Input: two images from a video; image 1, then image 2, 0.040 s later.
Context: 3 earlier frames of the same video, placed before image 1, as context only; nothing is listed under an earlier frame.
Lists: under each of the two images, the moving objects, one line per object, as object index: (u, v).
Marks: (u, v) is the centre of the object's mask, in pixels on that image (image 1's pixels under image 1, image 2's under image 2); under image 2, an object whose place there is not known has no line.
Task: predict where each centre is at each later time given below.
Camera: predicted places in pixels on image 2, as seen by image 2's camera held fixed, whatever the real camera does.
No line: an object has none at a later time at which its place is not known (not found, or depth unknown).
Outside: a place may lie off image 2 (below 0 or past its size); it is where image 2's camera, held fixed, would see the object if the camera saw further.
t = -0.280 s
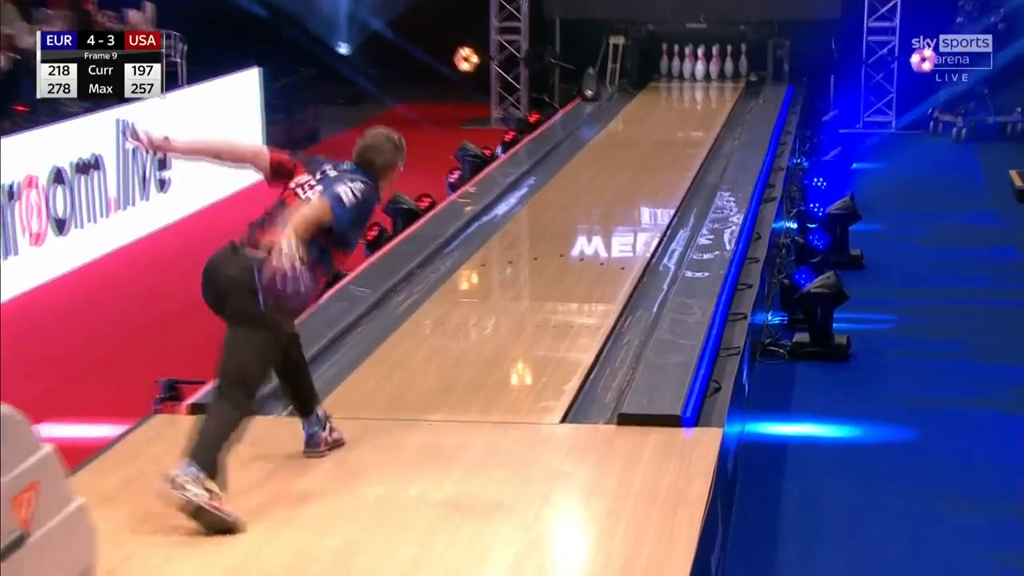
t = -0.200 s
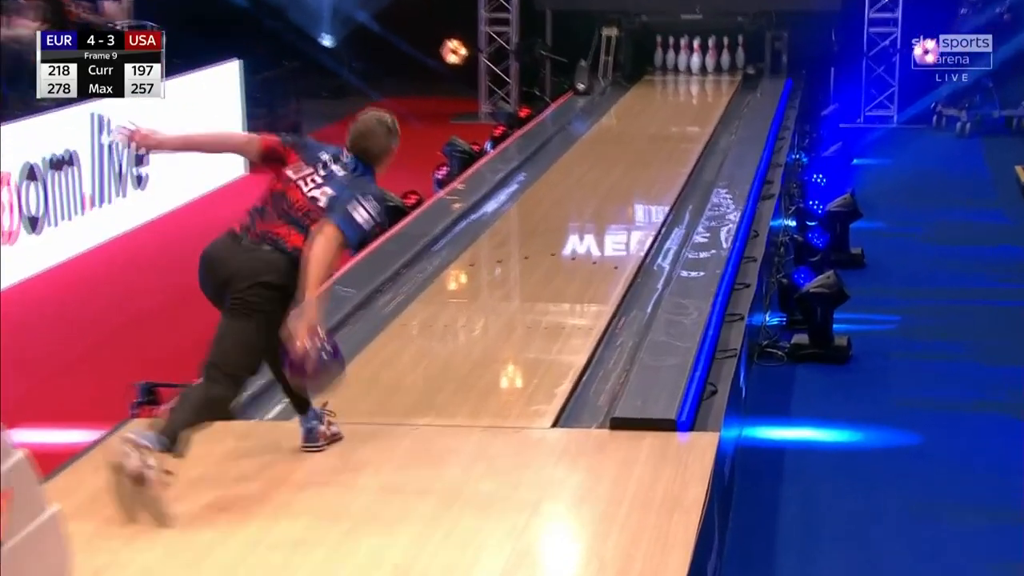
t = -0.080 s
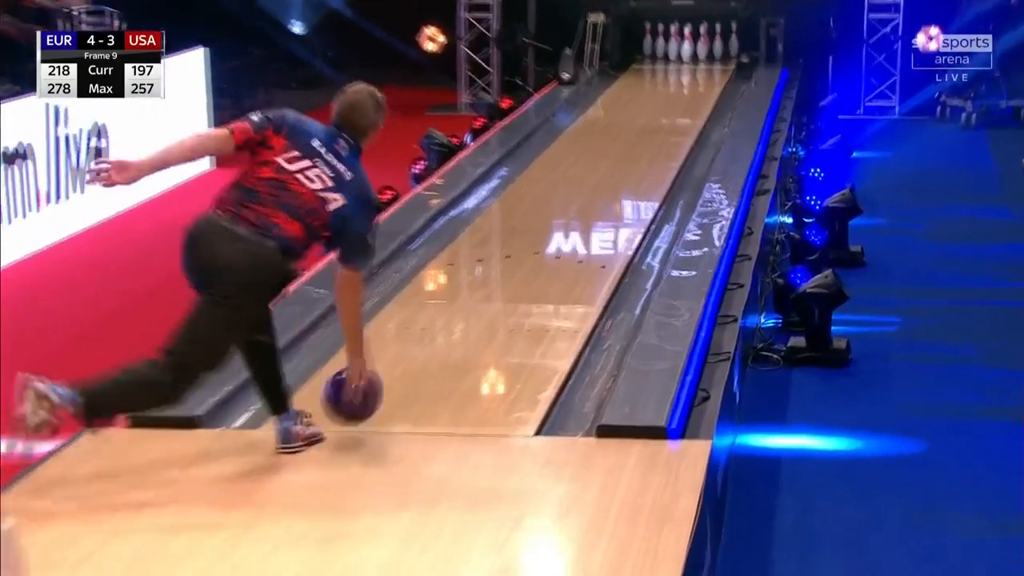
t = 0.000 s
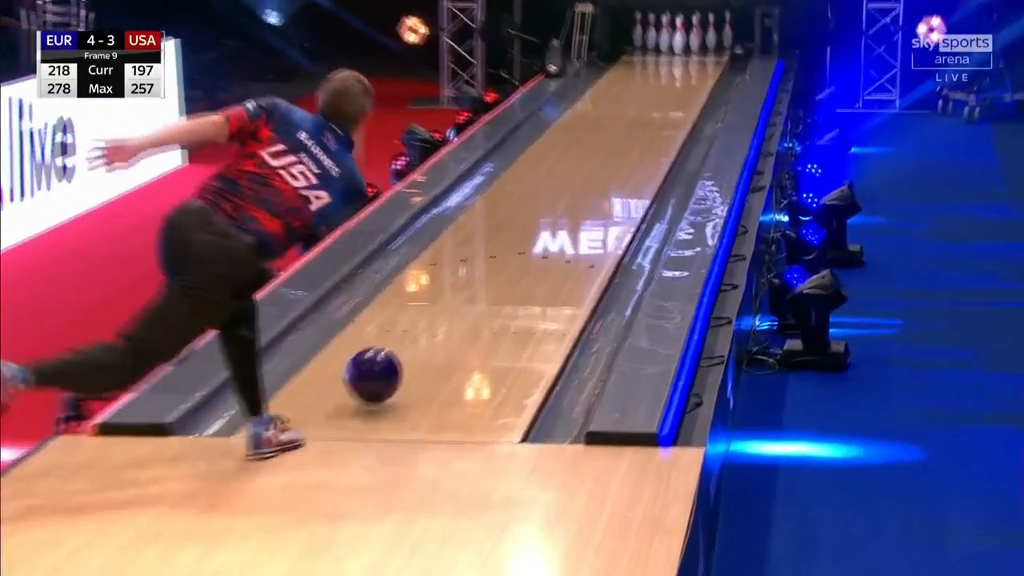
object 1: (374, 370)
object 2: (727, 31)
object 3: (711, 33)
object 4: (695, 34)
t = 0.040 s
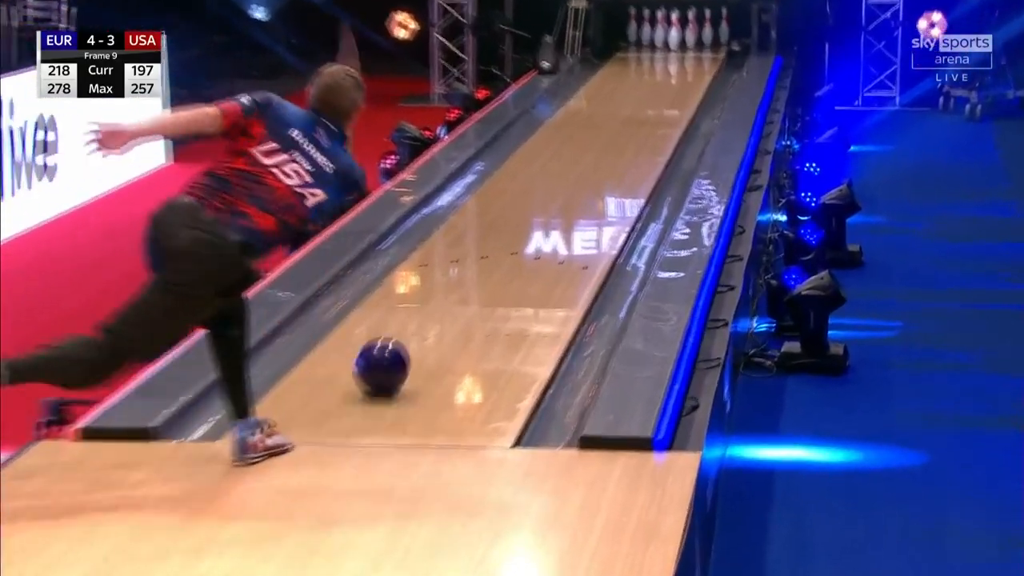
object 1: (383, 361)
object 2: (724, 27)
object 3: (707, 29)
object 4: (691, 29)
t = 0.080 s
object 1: (401, 345)
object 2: (723, 25)
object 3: (707, 26)
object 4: (690, 27)
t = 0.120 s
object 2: (722, 20)
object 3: (704, 22)
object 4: (687, 22)
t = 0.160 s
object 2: (720, 21)
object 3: (702, 23)
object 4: (686, 24)
